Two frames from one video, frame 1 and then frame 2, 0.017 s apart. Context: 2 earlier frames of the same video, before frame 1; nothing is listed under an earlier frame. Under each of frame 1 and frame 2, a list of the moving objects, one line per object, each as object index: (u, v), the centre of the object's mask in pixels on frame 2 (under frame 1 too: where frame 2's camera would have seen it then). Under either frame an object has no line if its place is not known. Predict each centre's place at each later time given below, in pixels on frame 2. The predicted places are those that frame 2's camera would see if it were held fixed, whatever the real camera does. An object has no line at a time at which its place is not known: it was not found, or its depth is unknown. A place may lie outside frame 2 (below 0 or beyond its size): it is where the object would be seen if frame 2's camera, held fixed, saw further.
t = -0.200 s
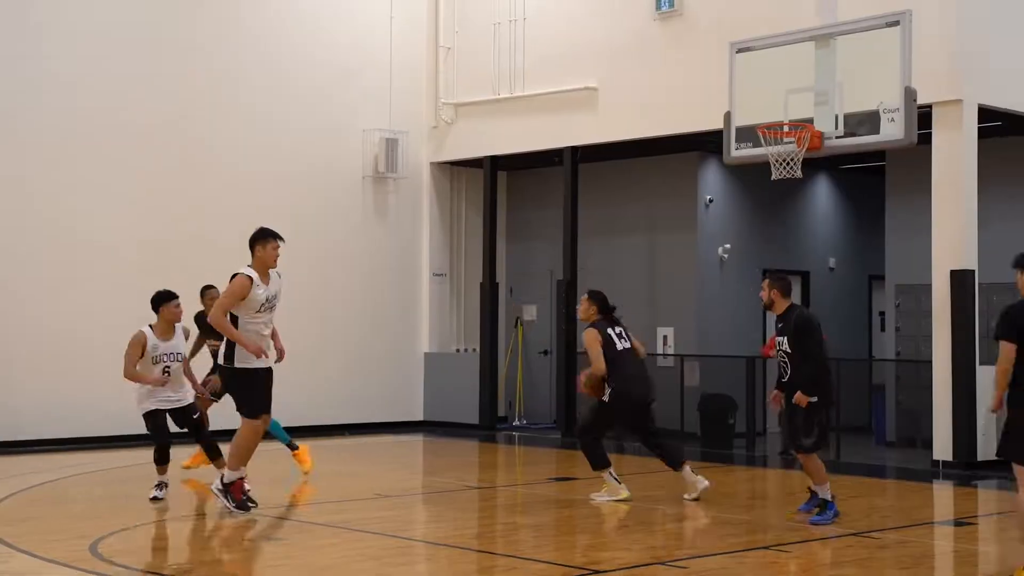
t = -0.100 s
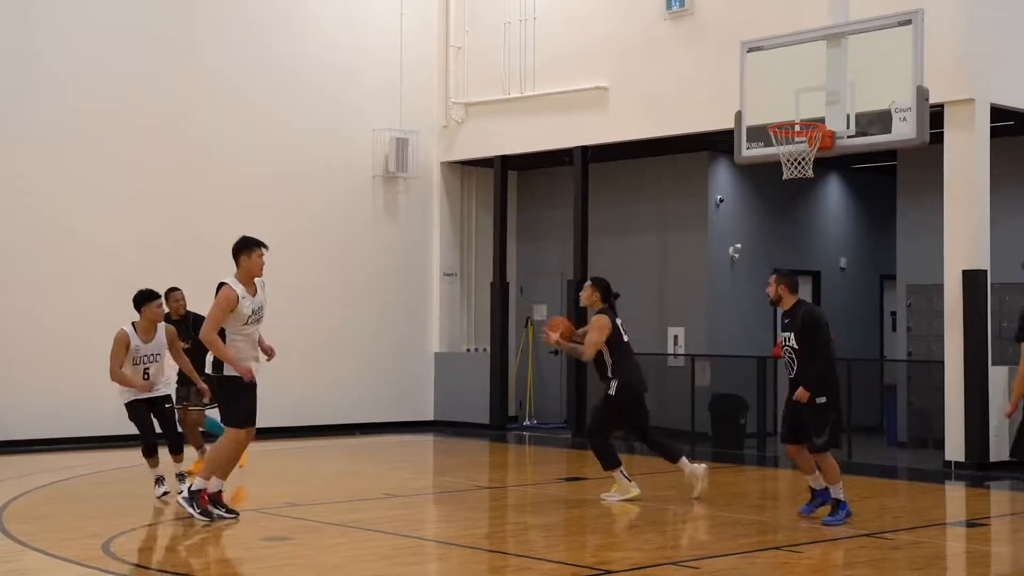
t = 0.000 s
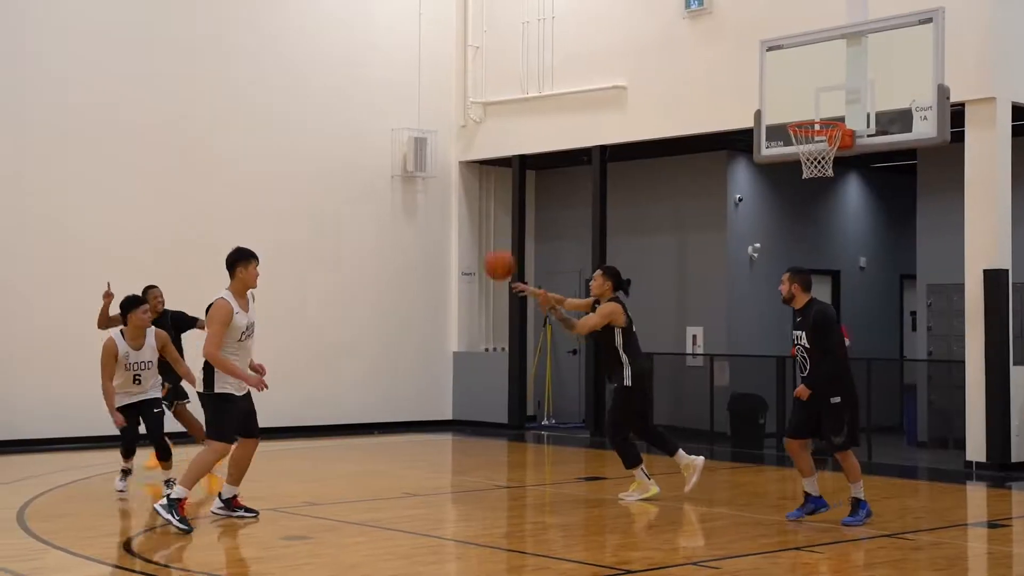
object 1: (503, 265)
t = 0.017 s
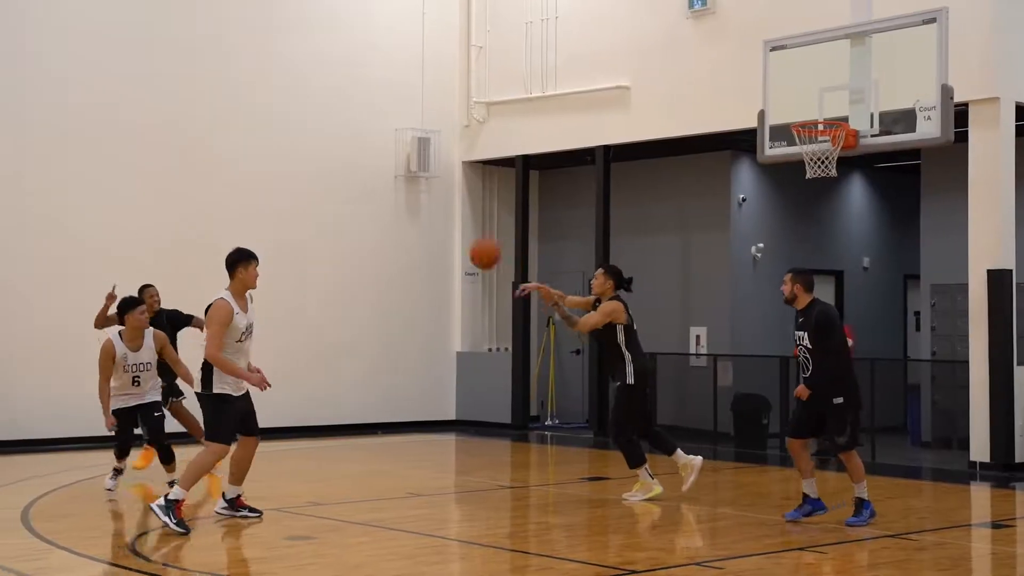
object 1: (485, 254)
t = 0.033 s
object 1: (466, 242)
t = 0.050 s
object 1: (448, 232)
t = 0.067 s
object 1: (430, 221)
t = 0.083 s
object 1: (412, 211)
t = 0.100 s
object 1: (395, 201)
